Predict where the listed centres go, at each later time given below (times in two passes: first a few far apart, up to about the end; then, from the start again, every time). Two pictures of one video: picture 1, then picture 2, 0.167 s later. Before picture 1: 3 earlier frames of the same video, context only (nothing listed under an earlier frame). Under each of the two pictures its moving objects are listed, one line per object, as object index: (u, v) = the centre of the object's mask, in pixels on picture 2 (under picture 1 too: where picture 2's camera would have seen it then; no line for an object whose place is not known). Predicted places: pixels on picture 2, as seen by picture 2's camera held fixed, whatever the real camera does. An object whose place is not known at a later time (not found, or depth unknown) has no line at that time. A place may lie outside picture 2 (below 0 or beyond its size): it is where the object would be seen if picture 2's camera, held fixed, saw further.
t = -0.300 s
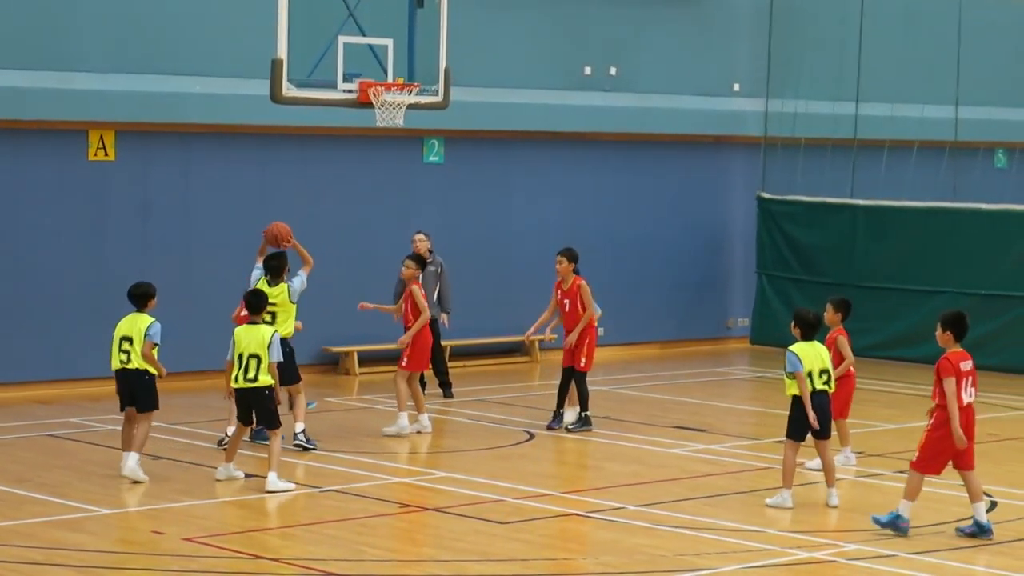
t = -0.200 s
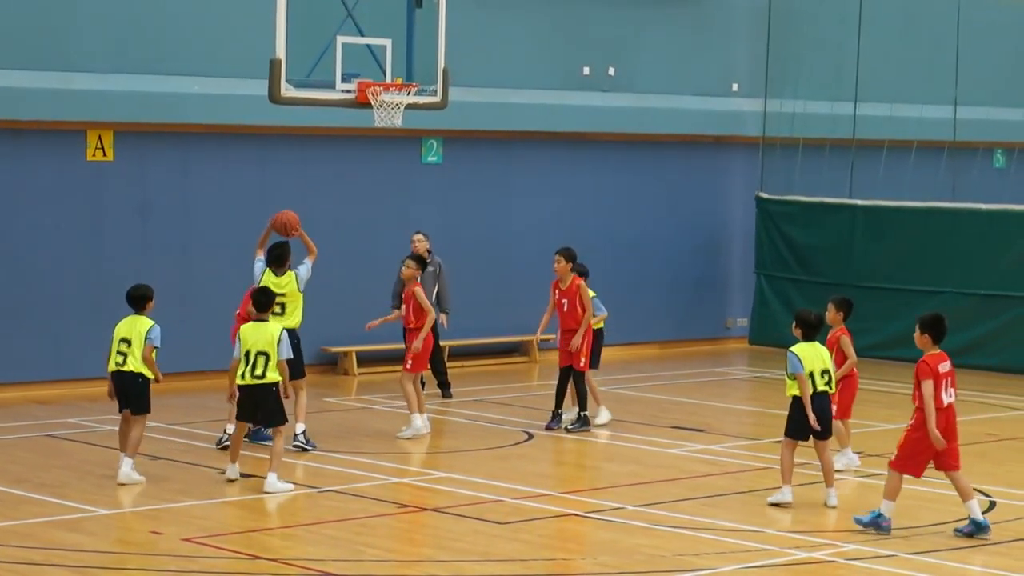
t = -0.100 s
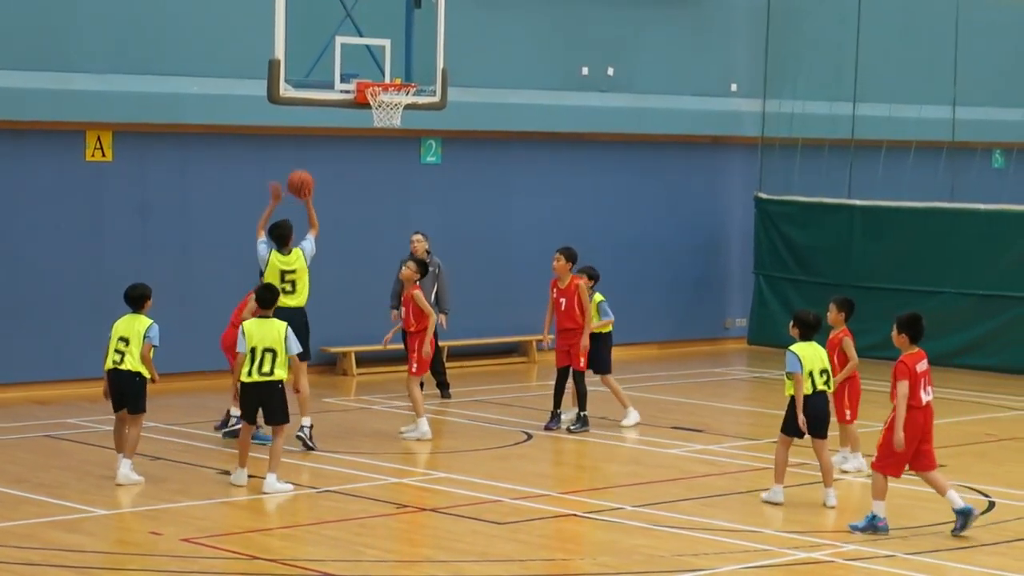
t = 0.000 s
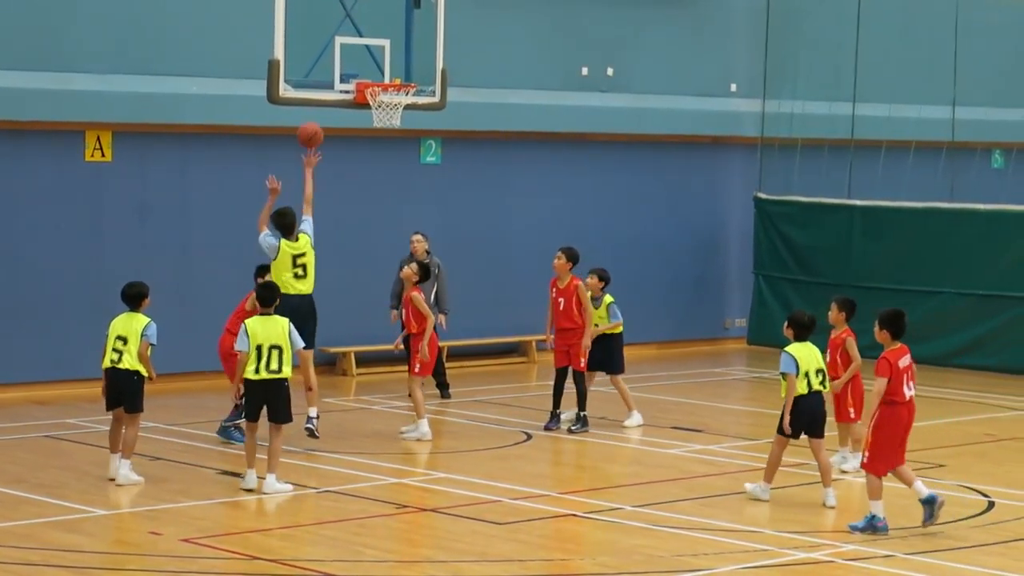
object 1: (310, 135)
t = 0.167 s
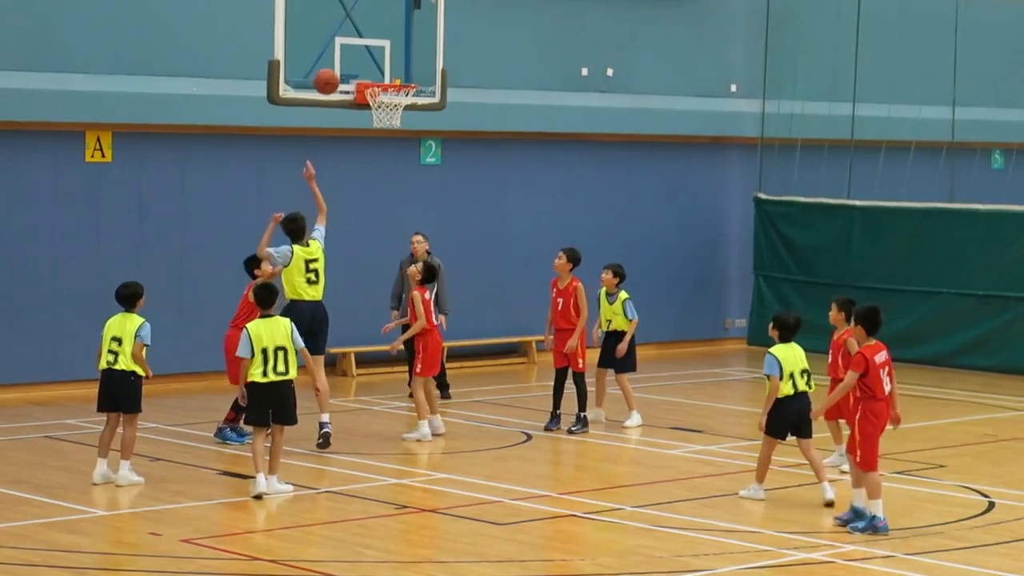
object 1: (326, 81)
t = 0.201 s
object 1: (329, 75)
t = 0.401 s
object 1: (352, 62)
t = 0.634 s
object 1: (399, 103)
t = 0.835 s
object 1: (405, 118)
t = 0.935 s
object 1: (399, 131)
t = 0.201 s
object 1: (329, 75)
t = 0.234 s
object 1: (332, 69)
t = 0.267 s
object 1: (336, 65)
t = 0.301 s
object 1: (339, 62)
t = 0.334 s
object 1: (341, 61)
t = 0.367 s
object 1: (345, 61)
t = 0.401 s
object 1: (352, 62)
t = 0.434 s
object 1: (359, 64)
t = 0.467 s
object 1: (366, 67)
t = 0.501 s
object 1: (373, 72)
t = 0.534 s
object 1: (379, 75)
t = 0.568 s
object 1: (386, 79)
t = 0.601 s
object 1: (394, 93)
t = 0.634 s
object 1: (399, 103)
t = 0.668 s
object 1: (405, 108)
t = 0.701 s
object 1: (407, 109)
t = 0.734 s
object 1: (407, 110)
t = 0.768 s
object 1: (406, 110)
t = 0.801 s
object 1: (406, 116)
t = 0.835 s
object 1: (405, 118)
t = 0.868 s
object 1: (403, 120)
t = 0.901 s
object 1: (401, 124)
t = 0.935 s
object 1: (399, 131)
